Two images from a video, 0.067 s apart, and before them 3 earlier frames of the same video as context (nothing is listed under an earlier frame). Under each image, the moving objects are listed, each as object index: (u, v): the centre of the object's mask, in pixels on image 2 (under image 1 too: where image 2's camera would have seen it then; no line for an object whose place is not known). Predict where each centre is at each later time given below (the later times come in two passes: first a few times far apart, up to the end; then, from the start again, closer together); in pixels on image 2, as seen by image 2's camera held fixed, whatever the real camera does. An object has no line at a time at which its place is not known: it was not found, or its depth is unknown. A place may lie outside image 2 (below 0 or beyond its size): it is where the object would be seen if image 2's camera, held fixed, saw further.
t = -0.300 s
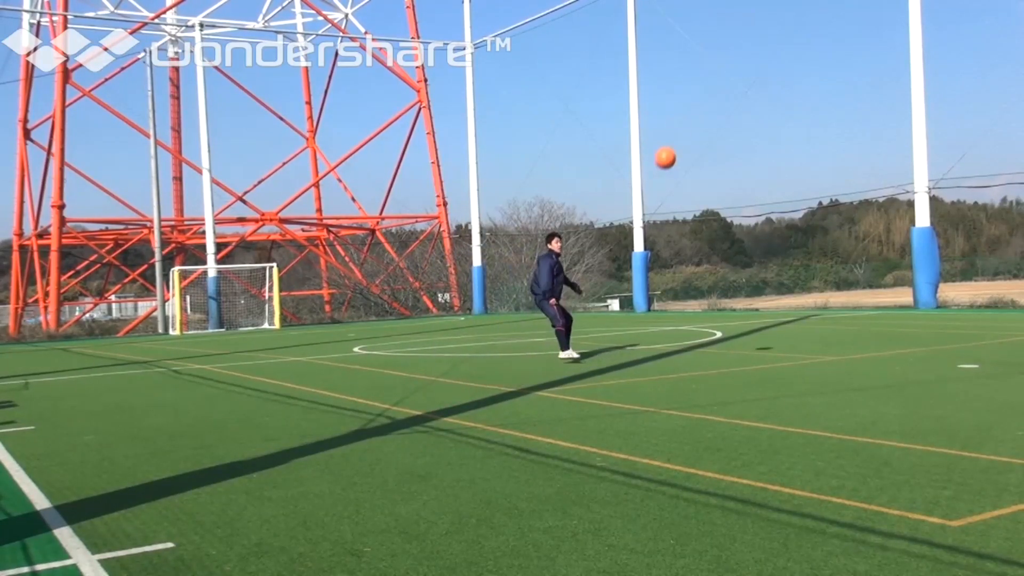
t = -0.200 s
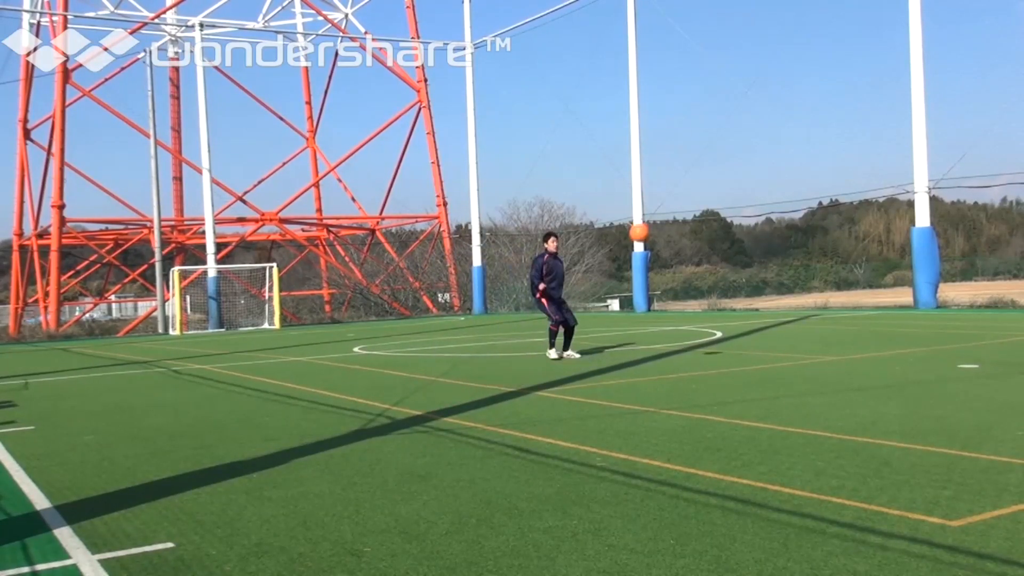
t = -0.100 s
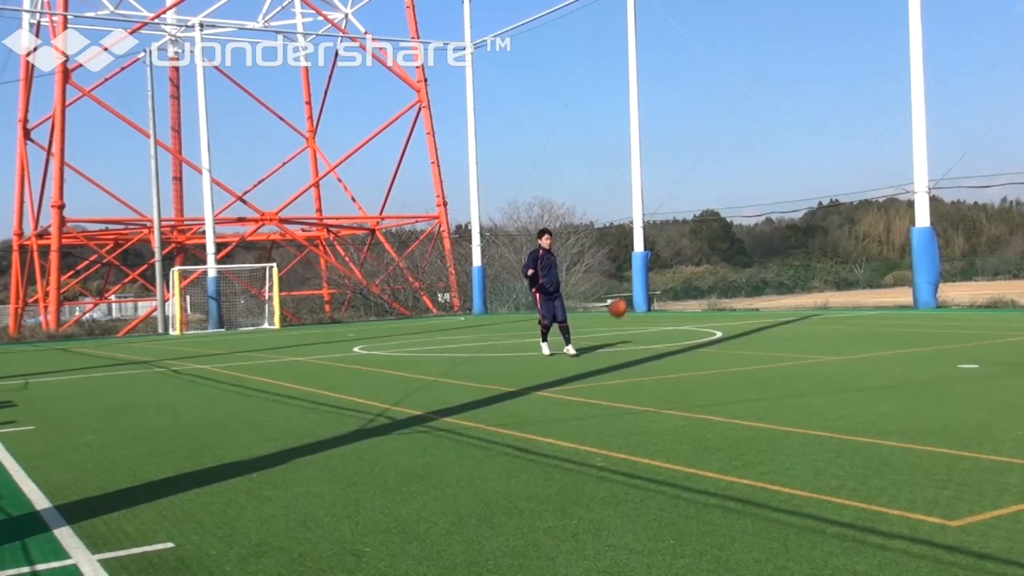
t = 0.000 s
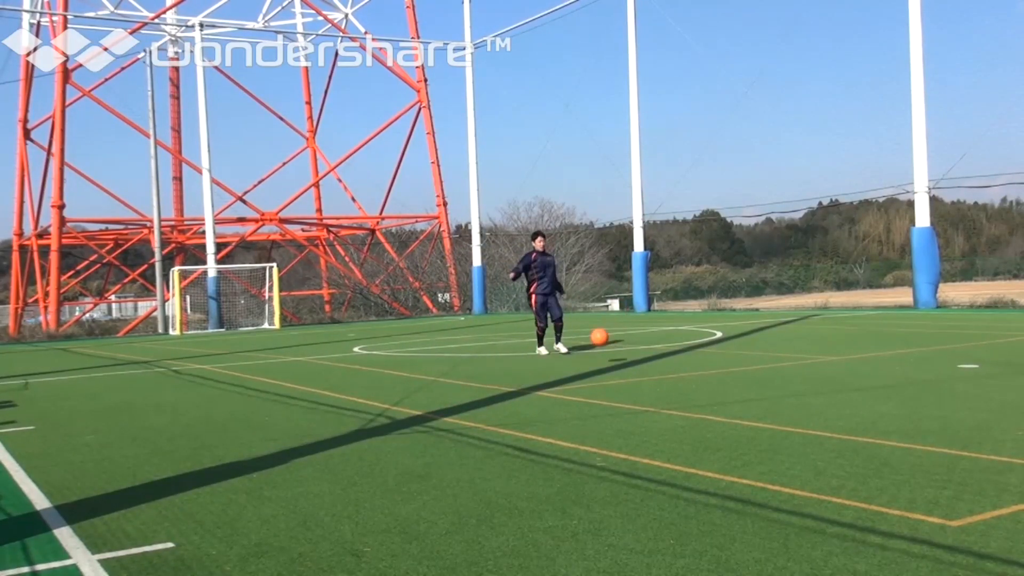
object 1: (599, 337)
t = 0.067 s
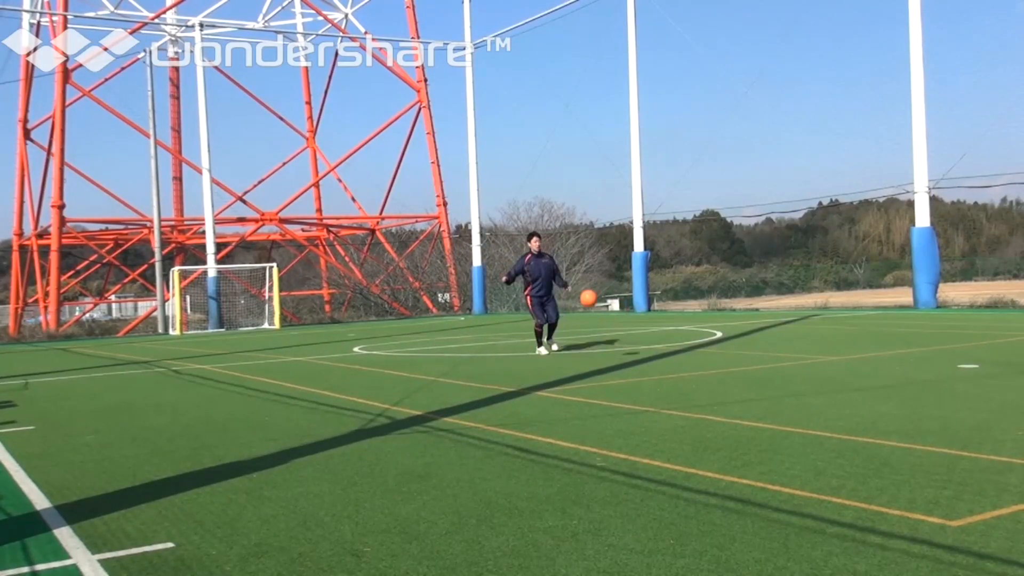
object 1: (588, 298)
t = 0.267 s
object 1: (559, 213)
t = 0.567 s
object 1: (526, 162)
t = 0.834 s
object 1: (505, 176)
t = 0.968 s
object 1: (497, 201)
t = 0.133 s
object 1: (578, 265)
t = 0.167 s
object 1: (573, 250)
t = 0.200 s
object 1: (568, 237)
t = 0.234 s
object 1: (564, 224)
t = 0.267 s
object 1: (559, 213)
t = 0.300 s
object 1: (555, 204)
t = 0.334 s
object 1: (551, 195)
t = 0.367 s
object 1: (547, 187)
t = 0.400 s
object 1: (543, 180)
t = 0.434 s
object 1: (540, 175)
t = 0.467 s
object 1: (536, 171)
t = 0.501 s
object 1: (533, 167)
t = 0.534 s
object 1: (529, 164)
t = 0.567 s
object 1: (526, 162)
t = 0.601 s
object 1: (523, 161)
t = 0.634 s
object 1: (520, 161)
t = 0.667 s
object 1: (517, 161)
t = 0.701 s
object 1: (515, 163)
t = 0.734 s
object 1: (512, 165)
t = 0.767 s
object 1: (509, 168)
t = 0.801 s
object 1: (507, 172)
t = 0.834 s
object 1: (505, 176)
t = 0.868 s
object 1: (503, 181)
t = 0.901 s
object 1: (501, 187)
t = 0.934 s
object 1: (499, 194)
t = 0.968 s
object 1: (497, 201)
